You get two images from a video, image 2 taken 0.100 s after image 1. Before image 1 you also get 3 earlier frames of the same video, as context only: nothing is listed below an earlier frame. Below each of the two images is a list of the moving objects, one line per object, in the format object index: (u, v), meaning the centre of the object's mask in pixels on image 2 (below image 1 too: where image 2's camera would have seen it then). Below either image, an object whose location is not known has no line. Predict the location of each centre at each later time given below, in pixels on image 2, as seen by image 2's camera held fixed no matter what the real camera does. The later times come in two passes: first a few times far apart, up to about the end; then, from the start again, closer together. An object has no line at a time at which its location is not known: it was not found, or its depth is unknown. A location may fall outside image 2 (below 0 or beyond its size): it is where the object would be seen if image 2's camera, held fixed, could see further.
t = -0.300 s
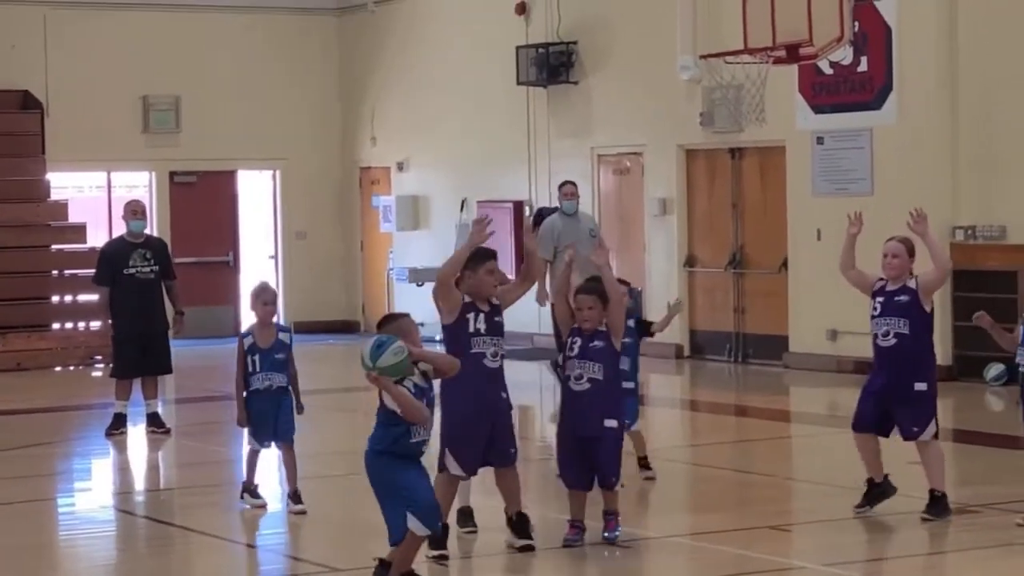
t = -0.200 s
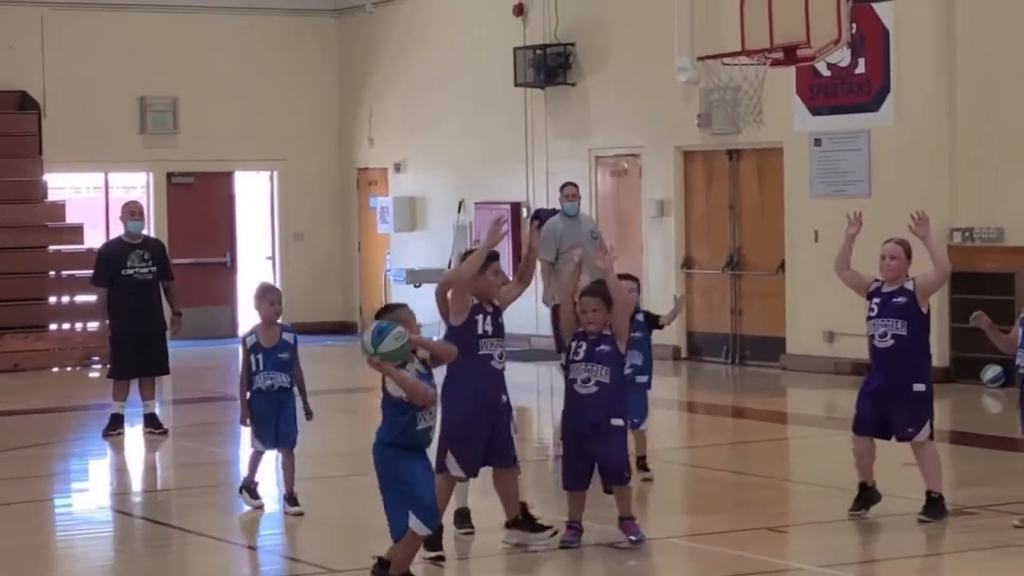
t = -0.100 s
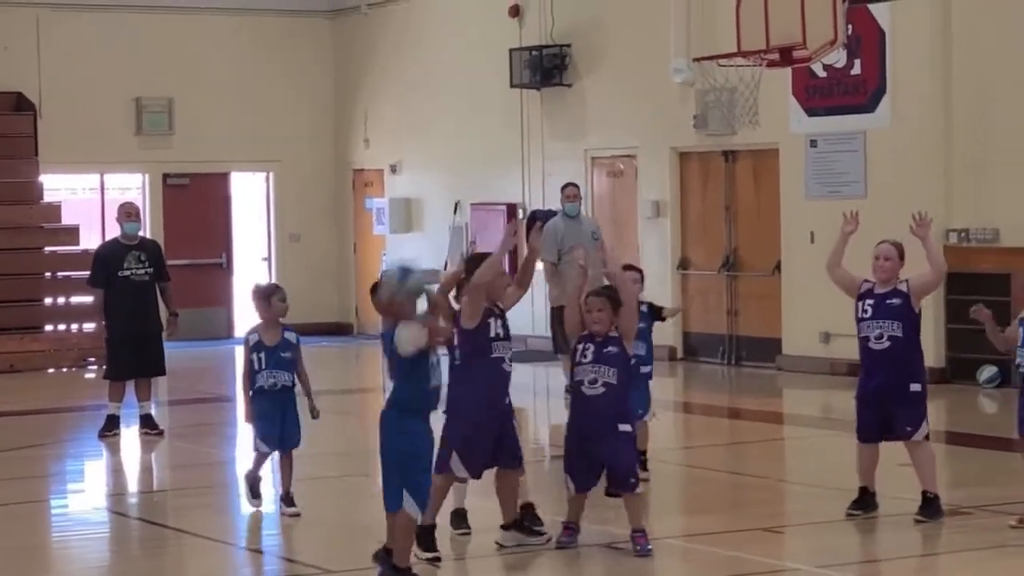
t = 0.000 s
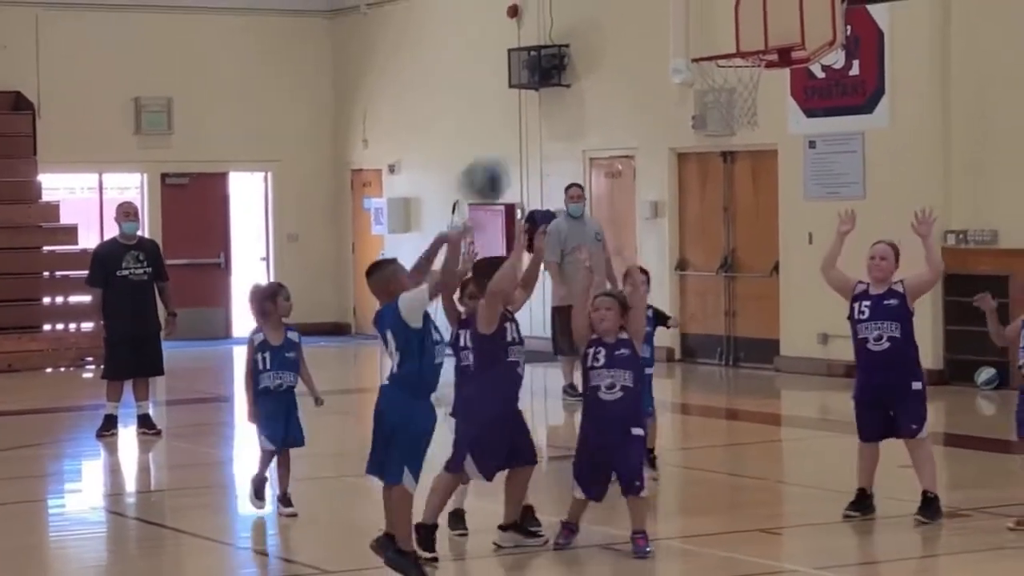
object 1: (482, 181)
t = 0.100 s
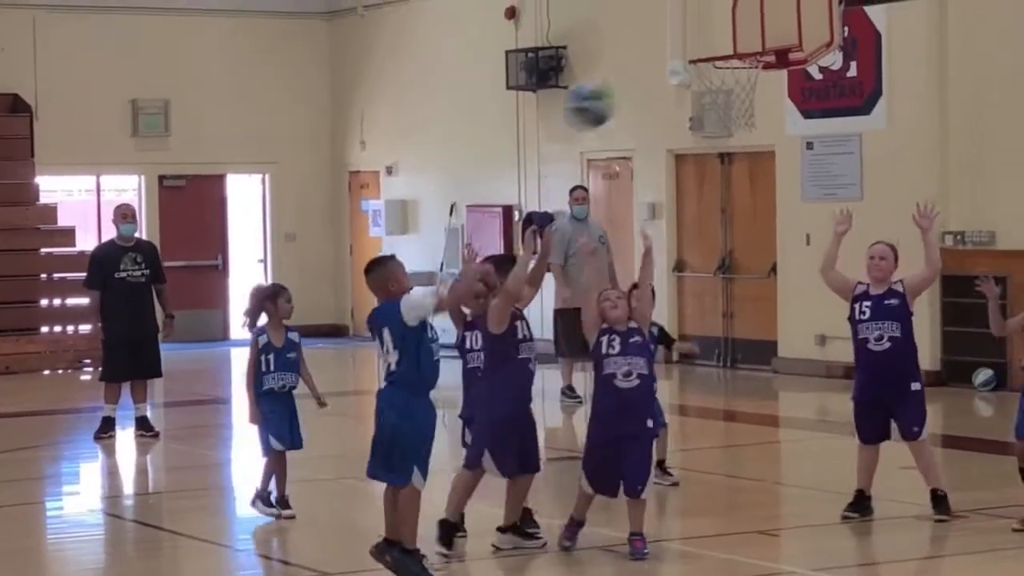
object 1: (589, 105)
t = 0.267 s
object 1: (758, 28)
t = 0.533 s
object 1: (1005, 32)
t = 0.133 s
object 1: (624, 85)
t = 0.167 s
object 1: (657, 67)
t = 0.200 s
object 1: (692, 52)
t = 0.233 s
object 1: (725, 41)
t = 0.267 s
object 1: (758, 28)
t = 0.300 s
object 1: (789, 19)
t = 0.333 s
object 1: (823, 16)
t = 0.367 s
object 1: (853, 14)
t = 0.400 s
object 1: (883, 14)
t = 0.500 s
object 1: (975, 25)
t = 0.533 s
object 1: (1005, 32)
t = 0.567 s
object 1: (1034, 42)
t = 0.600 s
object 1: (1052, 57)
